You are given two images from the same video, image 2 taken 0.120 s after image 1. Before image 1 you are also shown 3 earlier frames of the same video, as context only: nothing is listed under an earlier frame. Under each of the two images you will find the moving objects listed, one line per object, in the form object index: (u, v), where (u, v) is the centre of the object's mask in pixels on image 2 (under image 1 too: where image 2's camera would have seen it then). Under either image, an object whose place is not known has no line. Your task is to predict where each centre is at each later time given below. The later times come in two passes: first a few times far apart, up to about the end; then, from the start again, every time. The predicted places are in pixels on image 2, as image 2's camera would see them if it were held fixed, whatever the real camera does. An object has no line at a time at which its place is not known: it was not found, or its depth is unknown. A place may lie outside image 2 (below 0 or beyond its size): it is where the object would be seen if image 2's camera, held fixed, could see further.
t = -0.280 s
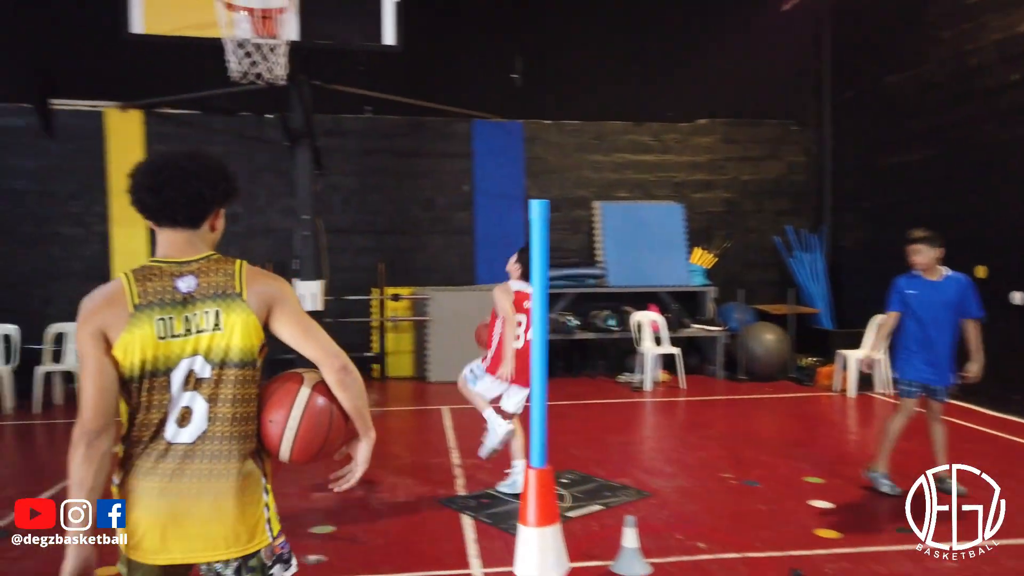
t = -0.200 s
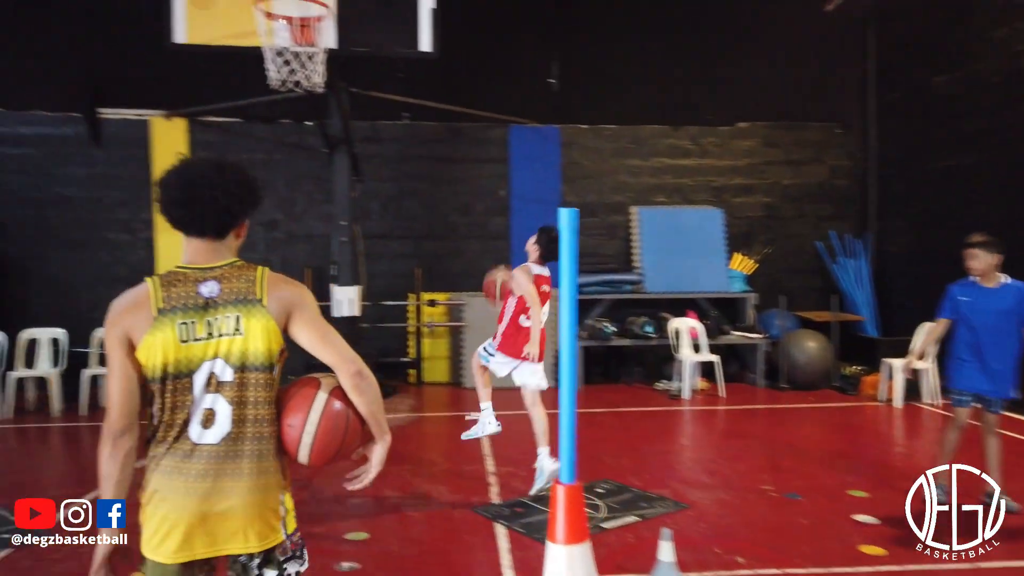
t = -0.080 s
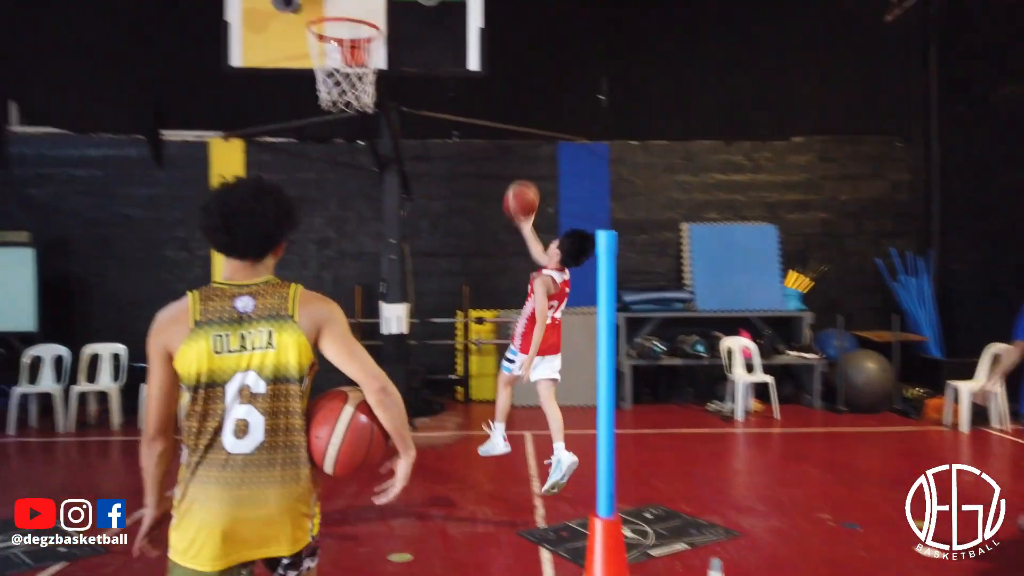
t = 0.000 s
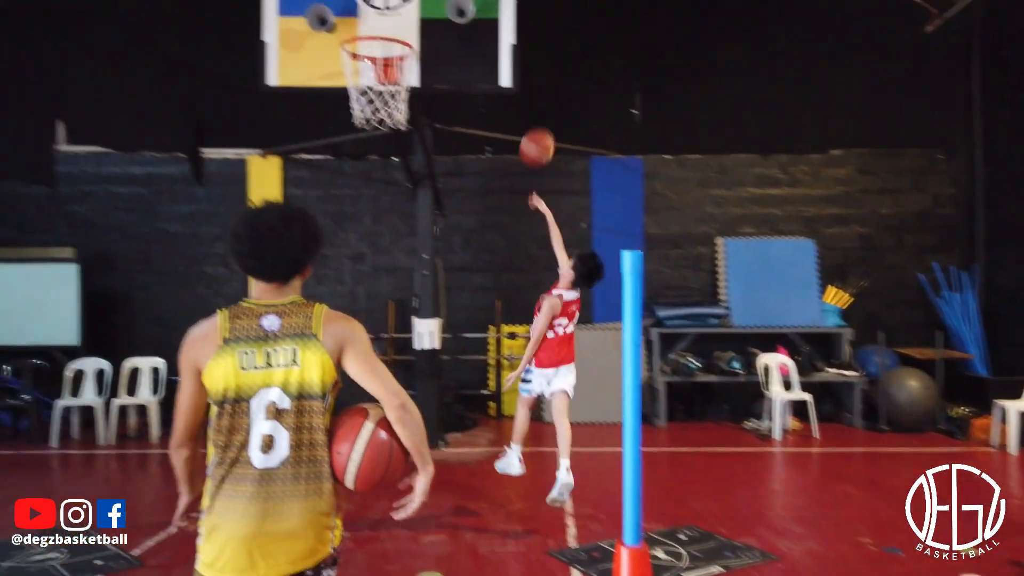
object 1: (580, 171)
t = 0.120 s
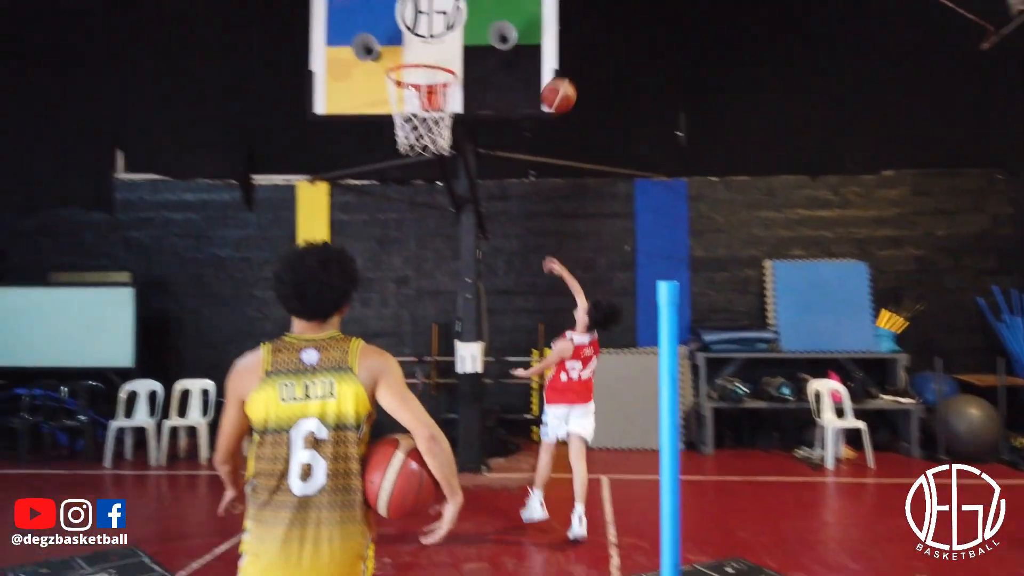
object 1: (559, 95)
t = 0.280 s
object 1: (533, 30)
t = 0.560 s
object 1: (492, 12)
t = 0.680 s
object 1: (477, 36)
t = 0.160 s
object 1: (551, 70)
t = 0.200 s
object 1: (546, 57)
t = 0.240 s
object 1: (541, 46)
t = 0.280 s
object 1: (533, 30)
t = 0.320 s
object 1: (529, 22)
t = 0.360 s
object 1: (522, 13)
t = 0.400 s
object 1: (517, 9)
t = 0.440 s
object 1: (512, 7)
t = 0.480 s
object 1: (504, 6)
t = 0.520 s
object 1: (500, 8)
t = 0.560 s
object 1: (492, 12)
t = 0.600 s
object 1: (488, 17)
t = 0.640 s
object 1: (483, 23)
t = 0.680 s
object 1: (477, 36)
